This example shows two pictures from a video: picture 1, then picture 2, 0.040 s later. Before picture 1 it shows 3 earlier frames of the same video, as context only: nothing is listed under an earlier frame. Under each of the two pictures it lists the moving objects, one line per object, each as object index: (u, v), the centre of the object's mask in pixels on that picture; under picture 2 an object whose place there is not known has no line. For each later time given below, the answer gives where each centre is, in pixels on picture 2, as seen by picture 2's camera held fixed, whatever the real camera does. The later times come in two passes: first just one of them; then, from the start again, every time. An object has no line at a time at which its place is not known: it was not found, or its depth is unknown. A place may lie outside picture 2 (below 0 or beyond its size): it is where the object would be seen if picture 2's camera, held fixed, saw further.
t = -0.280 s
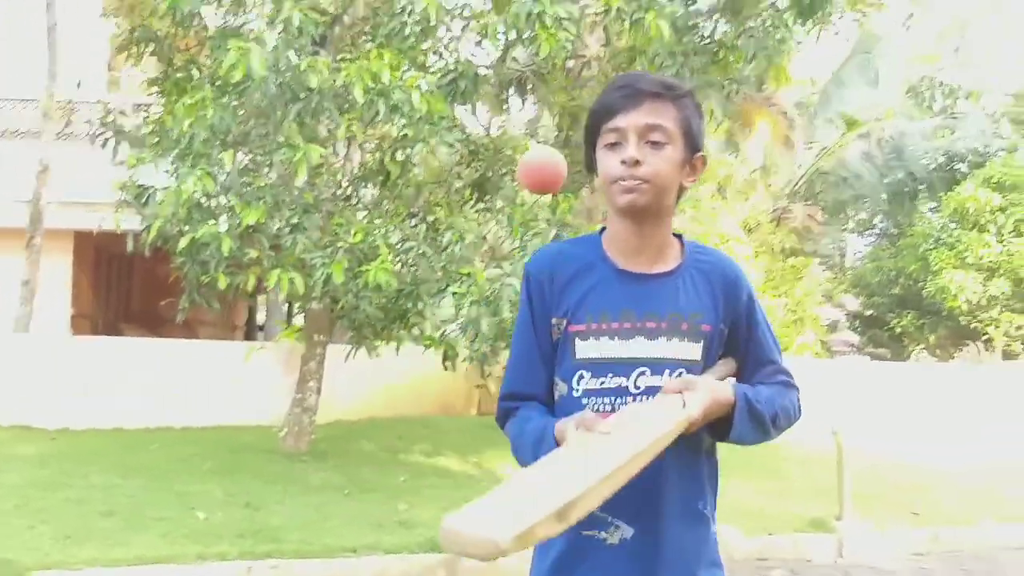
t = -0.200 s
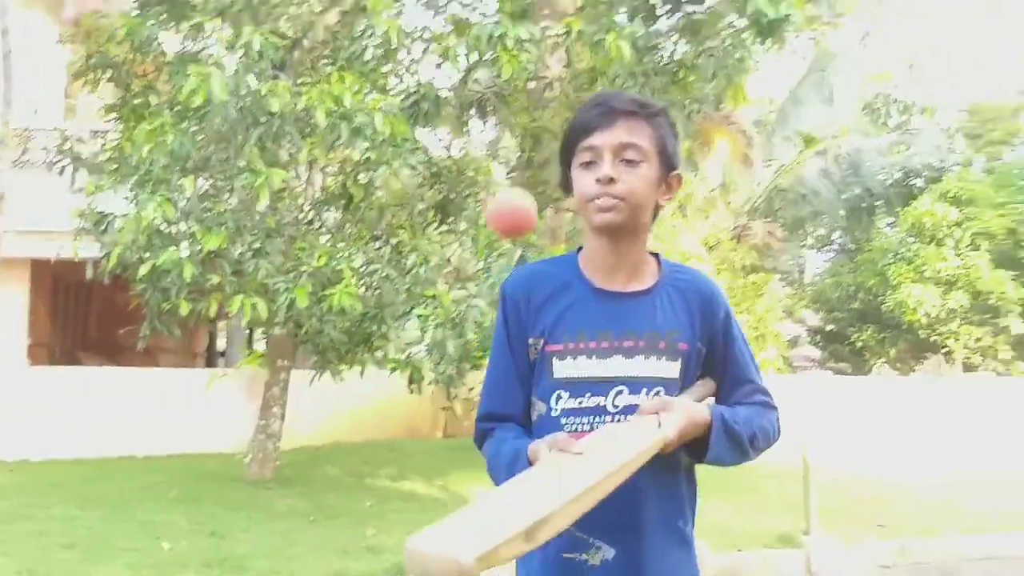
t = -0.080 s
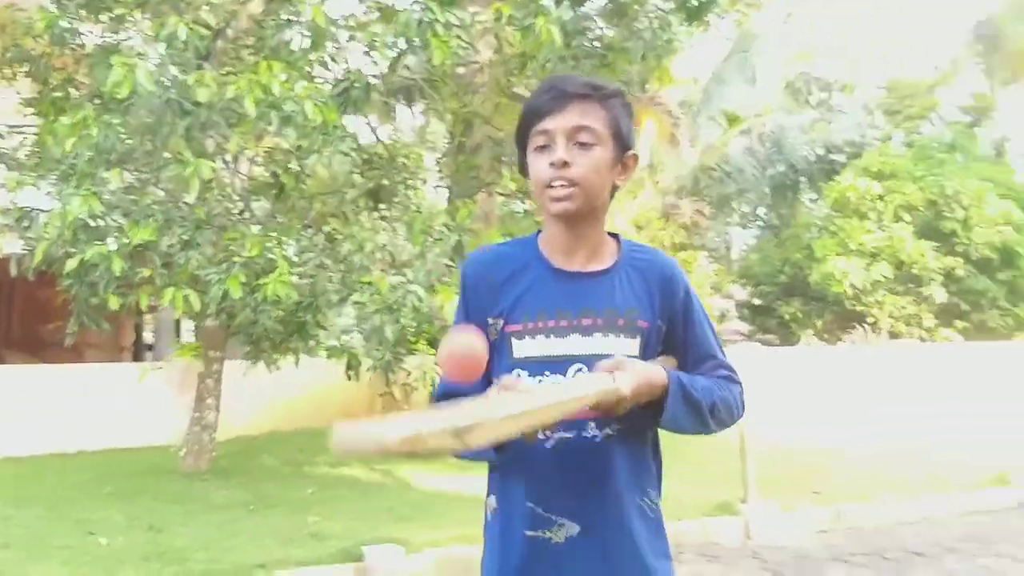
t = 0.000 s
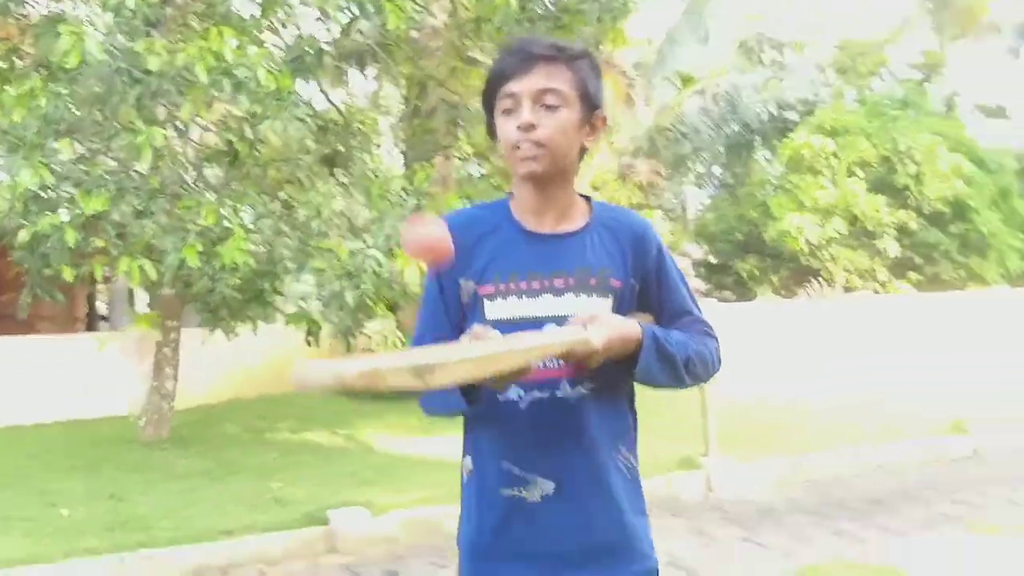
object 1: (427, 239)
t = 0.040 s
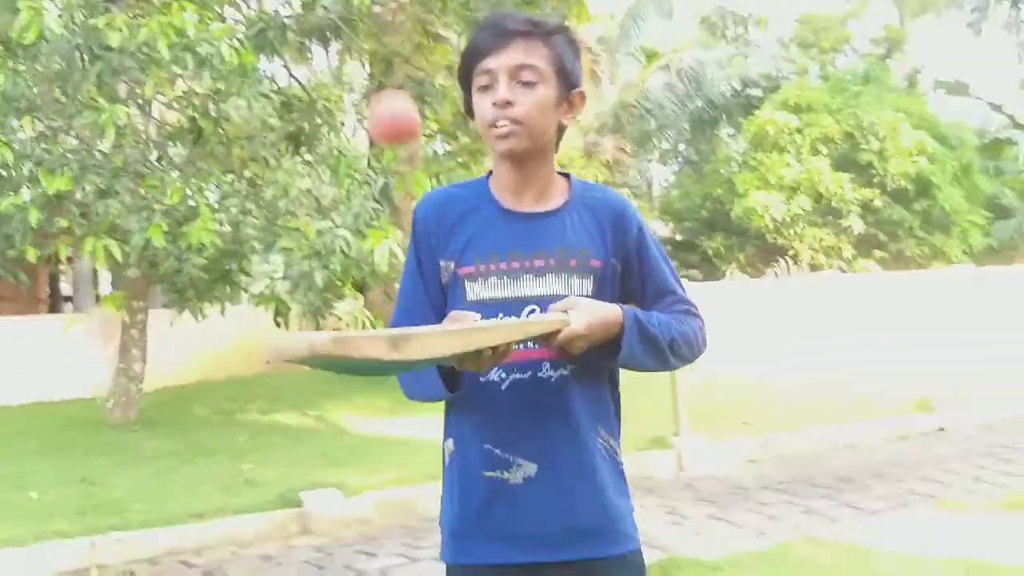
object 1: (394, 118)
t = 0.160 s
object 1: (391, 31)
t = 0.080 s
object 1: (391, 77)
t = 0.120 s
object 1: (390, 45)
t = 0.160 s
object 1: (391, 31)
